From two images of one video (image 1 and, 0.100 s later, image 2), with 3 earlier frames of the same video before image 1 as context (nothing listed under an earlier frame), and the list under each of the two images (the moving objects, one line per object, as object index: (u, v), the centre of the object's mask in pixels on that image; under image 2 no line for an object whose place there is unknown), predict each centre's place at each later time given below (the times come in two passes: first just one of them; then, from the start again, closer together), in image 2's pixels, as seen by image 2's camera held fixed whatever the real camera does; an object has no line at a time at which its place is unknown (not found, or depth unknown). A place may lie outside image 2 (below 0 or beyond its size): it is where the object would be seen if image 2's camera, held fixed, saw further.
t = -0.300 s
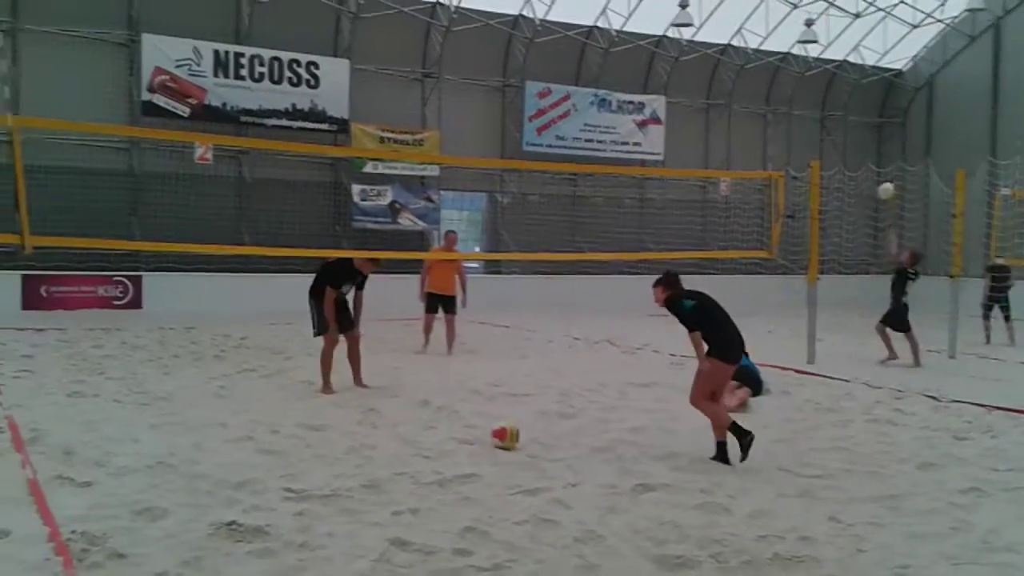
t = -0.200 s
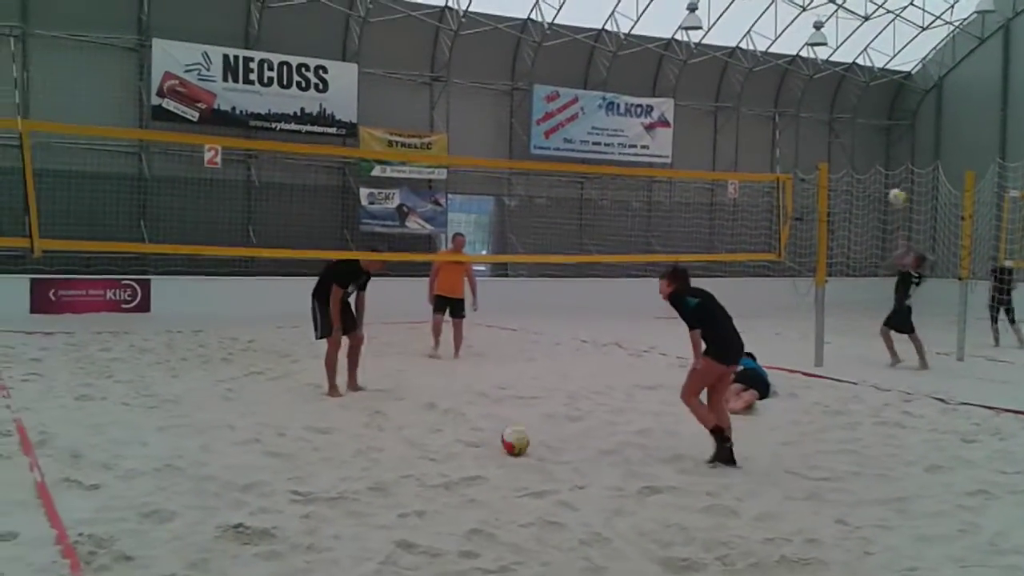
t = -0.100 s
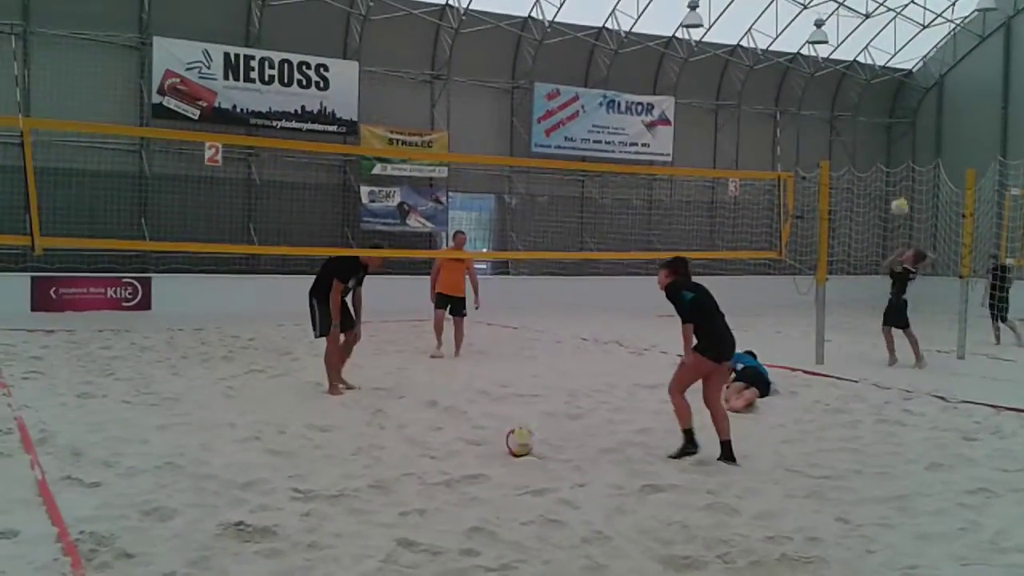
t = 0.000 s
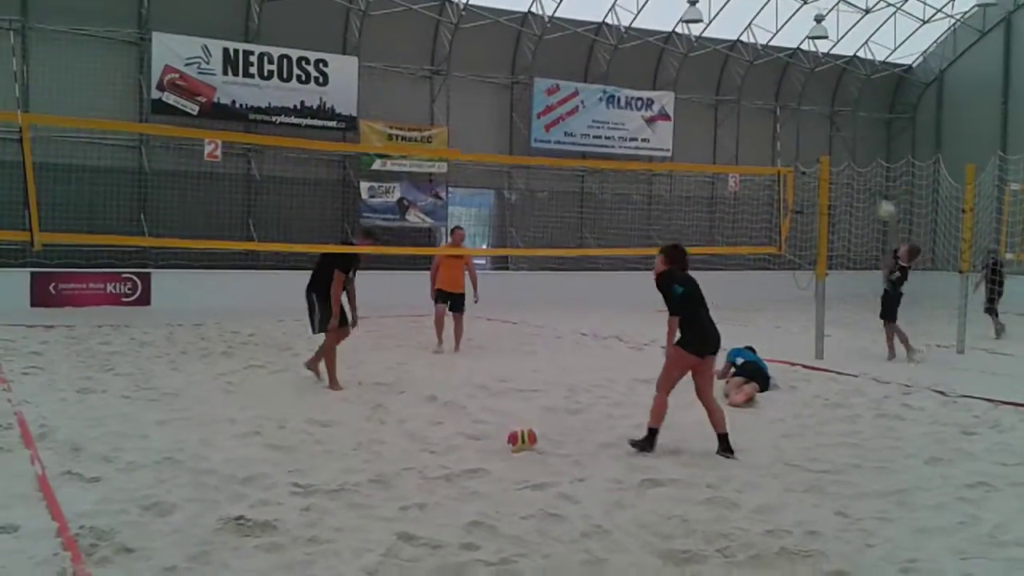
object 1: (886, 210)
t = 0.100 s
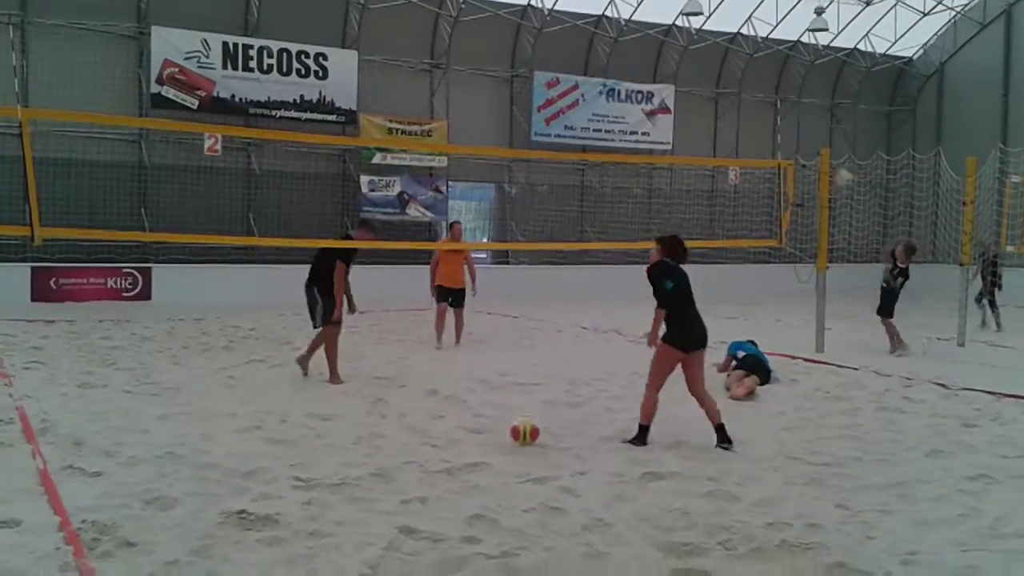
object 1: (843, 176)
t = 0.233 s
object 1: (786, 155)
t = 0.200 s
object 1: (802, 158)
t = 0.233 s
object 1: (786, 155)
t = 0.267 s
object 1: (770, 152)
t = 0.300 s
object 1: (755, 150)
